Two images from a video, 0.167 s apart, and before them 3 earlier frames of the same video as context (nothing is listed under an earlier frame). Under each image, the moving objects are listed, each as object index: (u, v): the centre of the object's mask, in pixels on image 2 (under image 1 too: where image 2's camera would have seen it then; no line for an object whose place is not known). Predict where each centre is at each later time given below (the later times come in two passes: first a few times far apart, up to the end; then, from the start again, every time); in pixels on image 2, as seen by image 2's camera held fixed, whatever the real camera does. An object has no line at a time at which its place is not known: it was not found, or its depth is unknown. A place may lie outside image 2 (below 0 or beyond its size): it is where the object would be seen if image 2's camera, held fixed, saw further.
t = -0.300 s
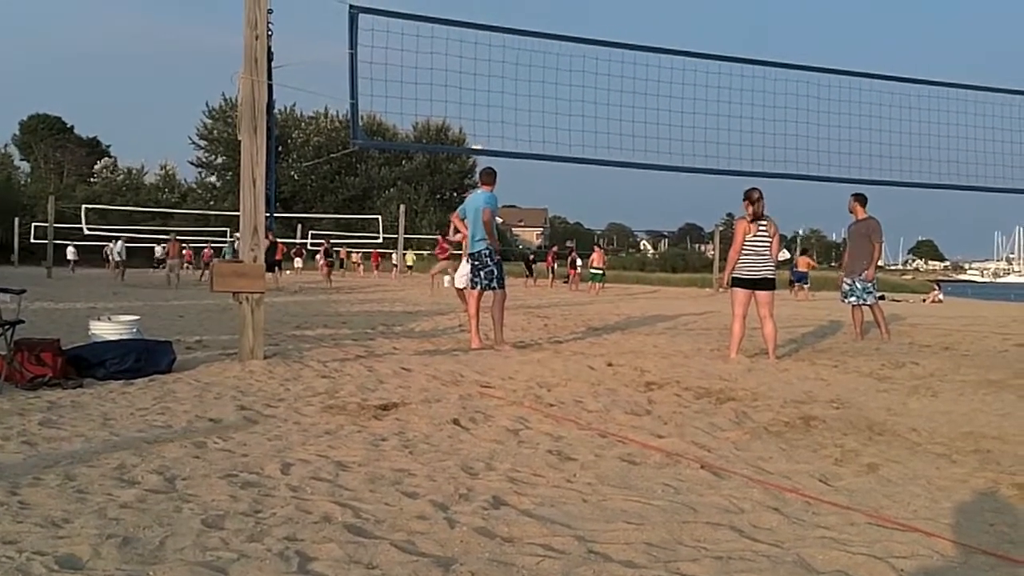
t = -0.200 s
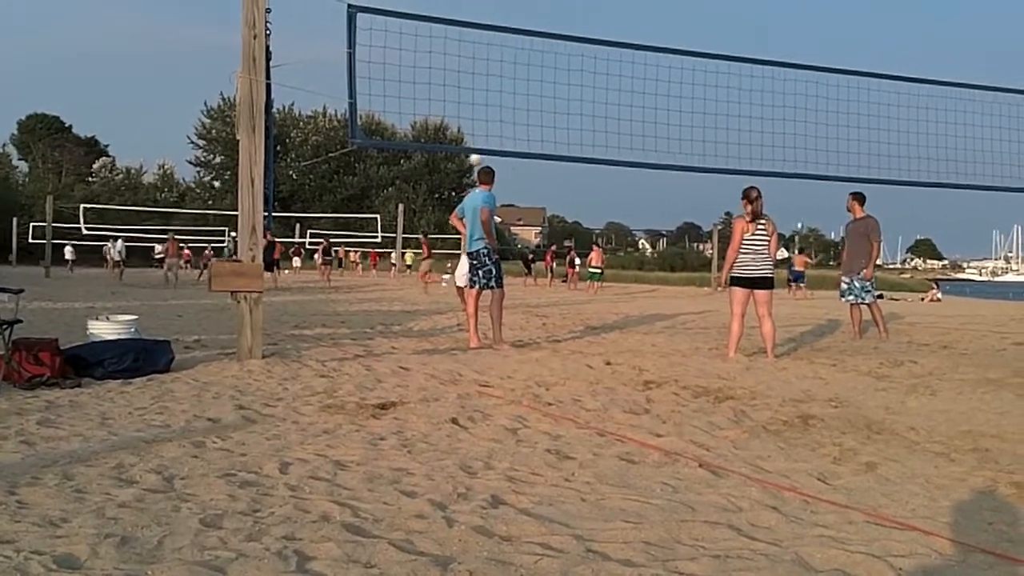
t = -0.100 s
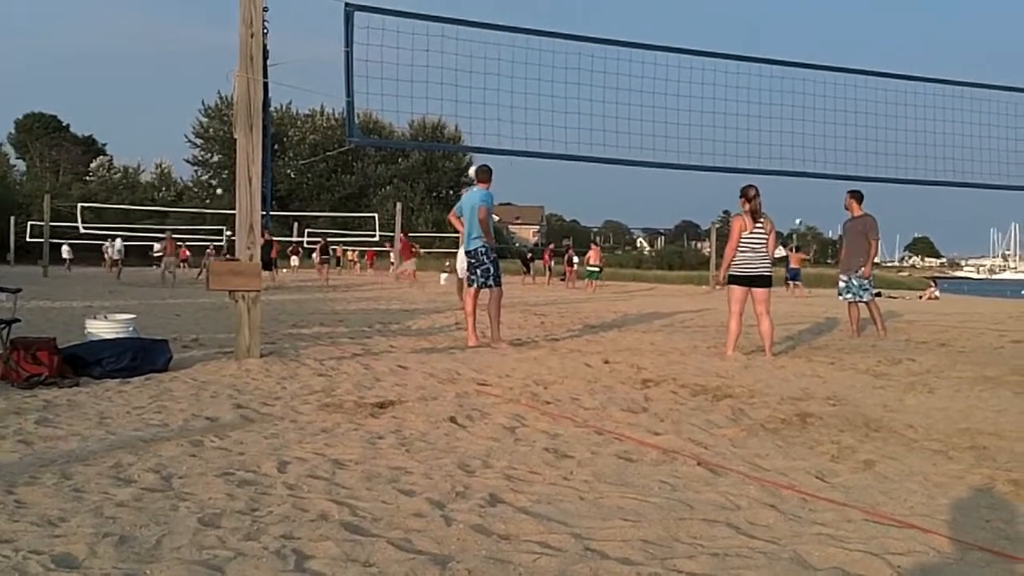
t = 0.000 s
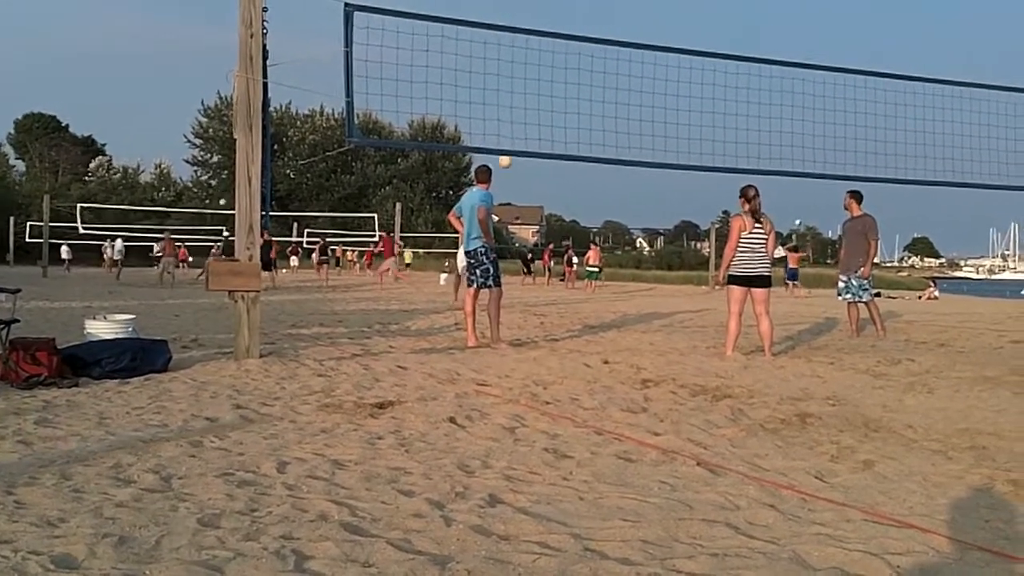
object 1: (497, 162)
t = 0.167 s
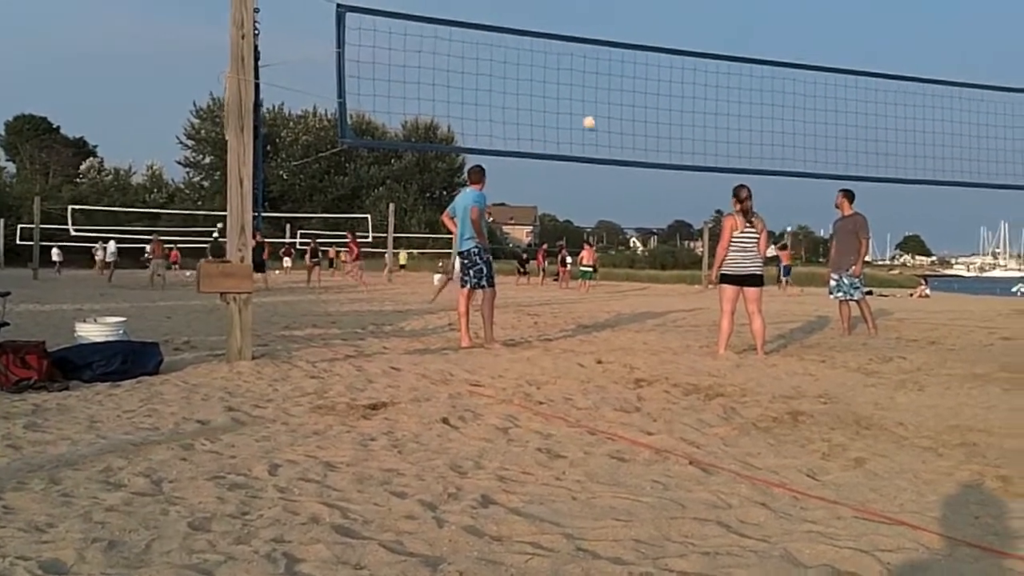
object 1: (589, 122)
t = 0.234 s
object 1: (632, 110)
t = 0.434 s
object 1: (784, 81)
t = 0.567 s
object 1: (906, 70)
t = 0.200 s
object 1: (610, 117)
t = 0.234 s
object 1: (632, 110)
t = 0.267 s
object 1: (654, 104)
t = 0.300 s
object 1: (678, 98)
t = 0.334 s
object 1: (702, 93)
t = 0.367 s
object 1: (727, 89)
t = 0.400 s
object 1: (754, 85)
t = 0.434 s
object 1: (784, 81)
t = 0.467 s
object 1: (813, 79)
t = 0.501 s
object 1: (841, 79)
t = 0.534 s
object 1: (873, 73)
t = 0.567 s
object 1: (906, 70)
